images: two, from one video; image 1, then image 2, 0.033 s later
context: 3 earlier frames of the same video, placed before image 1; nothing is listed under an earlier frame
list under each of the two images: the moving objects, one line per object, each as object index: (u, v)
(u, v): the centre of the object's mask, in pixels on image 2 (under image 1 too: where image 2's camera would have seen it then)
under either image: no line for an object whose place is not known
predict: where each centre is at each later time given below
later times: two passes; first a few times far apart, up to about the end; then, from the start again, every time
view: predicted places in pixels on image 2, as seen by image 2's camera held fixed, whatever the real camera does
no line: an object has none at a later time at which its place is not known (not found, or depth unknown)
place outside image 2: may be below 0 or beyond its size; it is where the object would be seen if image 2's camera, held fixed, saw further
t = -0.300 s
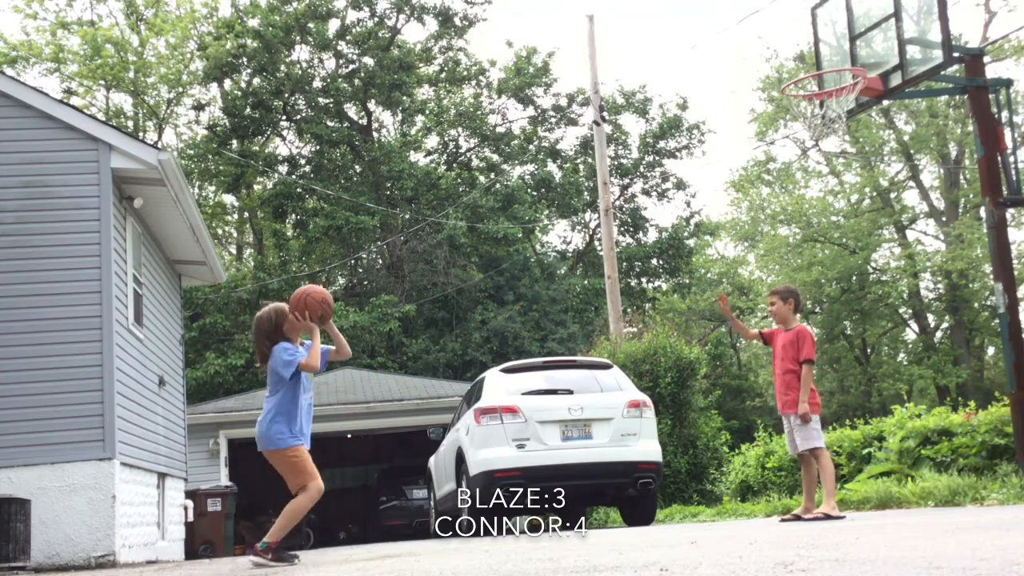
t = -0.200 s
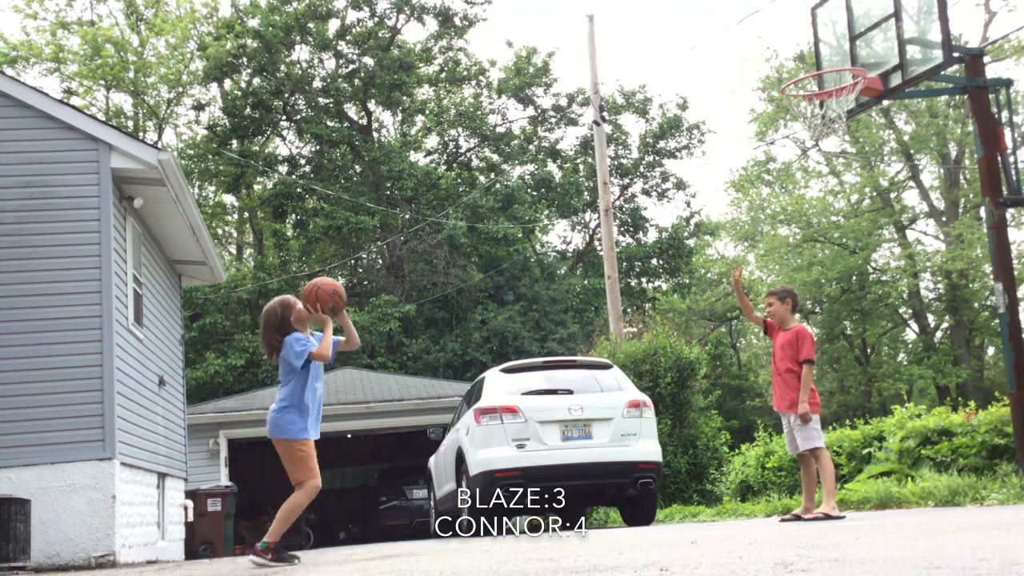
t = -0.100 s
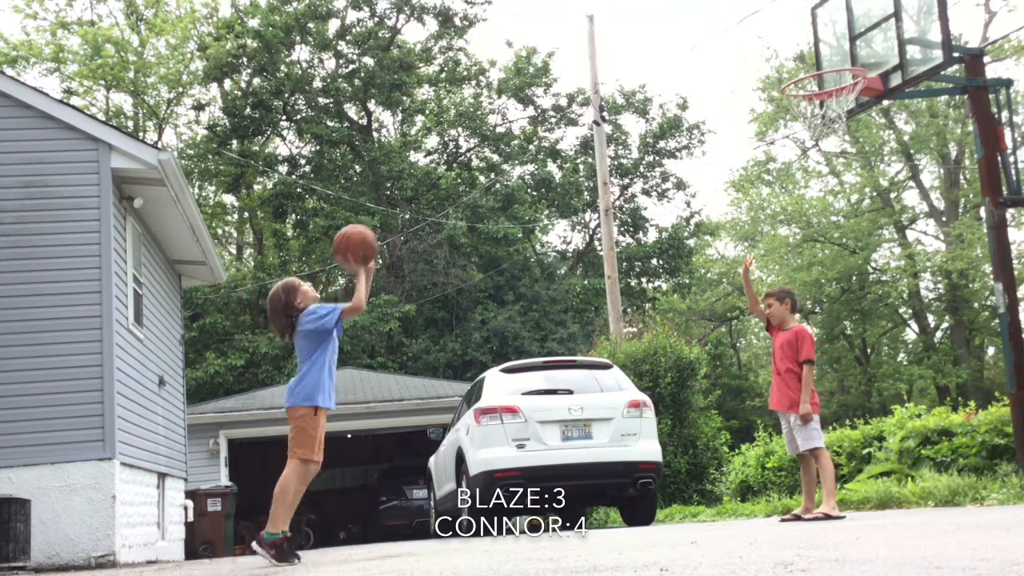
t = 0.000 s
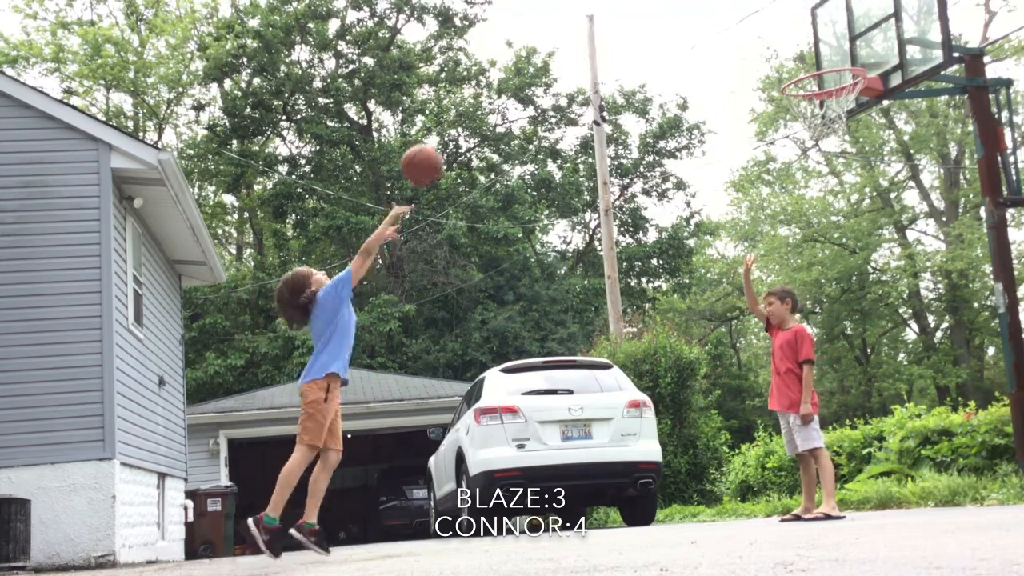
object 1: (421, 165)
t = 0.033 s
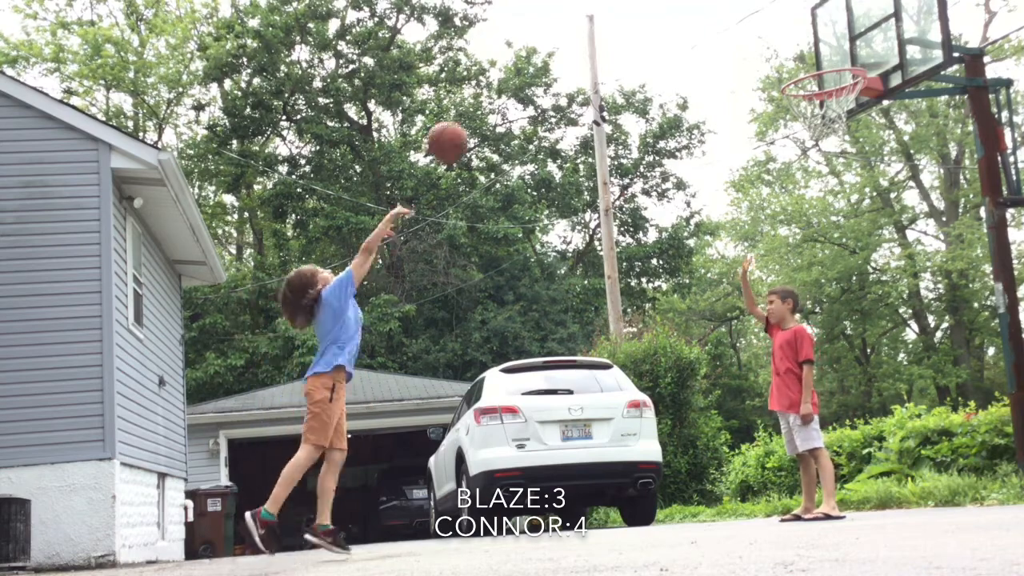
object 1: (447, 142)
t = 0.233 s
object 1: (592, 50)
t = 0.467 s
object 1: (754, 28)
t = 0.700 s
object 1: (861, 33)
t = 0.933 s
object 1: (821, 9)
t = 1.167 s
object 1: (792, 59)
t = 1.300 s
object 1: (777, 137)
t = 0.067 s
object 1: (472, 122)
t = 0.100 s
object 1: (496, 103)
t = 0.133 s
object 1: (520, 86)
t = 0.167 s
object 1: (543, 73)
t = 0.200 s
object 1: (568, 61)
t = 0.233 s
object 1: (592, 50)
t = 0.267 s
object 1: (615, 42)
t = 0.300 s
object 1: (638, 35)
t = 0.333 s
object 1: (661, 30)
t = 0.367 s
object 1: (685, 27)
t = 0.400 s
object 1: (708, 26)
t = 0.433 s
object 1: (731, 26)
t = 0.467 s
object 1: (754, 28)
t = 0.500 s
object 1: (778, 32)
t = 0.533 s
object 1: (801, 38)
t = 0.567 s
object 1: (825, 45)
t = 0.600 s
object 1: (849, 52)
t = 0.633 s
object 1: (866, 55)
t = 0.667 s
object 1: (868, 44)
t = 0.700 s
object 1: (861, 33)
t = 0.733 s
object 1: (855, 24)
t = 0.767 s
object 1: (849, 17)
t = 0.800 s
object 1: (844, 13)
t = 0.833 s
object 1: (837, 11)
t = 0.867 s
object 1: (831, 10)
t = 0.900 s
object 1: (827, 9)
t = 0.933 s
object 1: (821, 9)
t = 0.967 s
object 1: (817, 11)
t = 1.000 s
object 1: (812, 13)
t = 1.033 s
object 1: (808, 16)
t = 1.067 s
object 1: (804, 22)
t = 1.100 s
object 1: (799, 33)
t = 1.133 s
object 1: (796, 45)
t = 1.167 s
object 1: (792, 59)
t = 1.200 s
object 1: (787, 76)
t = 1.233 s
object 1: (784, 94)
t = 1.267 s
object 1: (780, 115)
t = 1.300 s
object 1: (777, 137)
